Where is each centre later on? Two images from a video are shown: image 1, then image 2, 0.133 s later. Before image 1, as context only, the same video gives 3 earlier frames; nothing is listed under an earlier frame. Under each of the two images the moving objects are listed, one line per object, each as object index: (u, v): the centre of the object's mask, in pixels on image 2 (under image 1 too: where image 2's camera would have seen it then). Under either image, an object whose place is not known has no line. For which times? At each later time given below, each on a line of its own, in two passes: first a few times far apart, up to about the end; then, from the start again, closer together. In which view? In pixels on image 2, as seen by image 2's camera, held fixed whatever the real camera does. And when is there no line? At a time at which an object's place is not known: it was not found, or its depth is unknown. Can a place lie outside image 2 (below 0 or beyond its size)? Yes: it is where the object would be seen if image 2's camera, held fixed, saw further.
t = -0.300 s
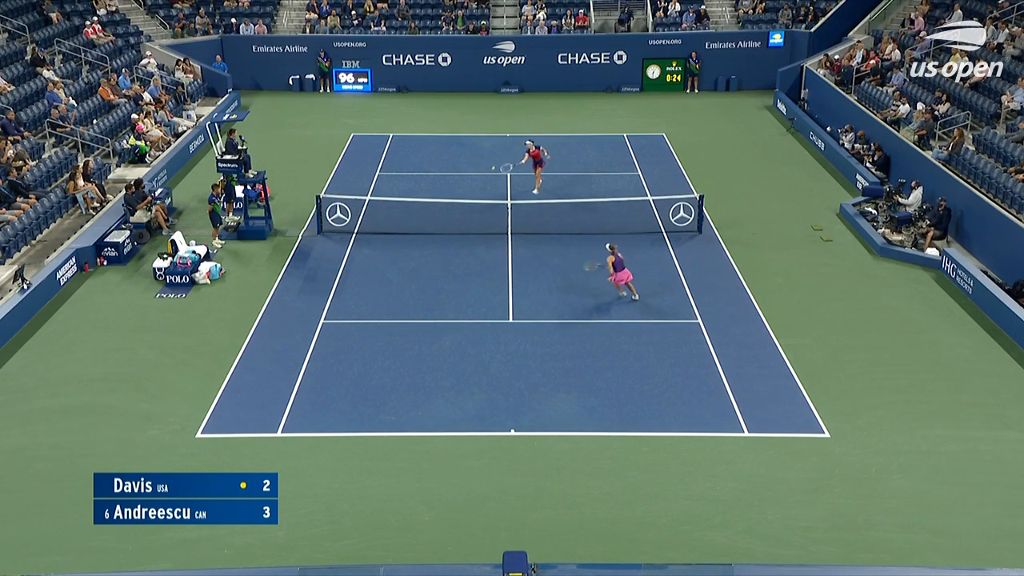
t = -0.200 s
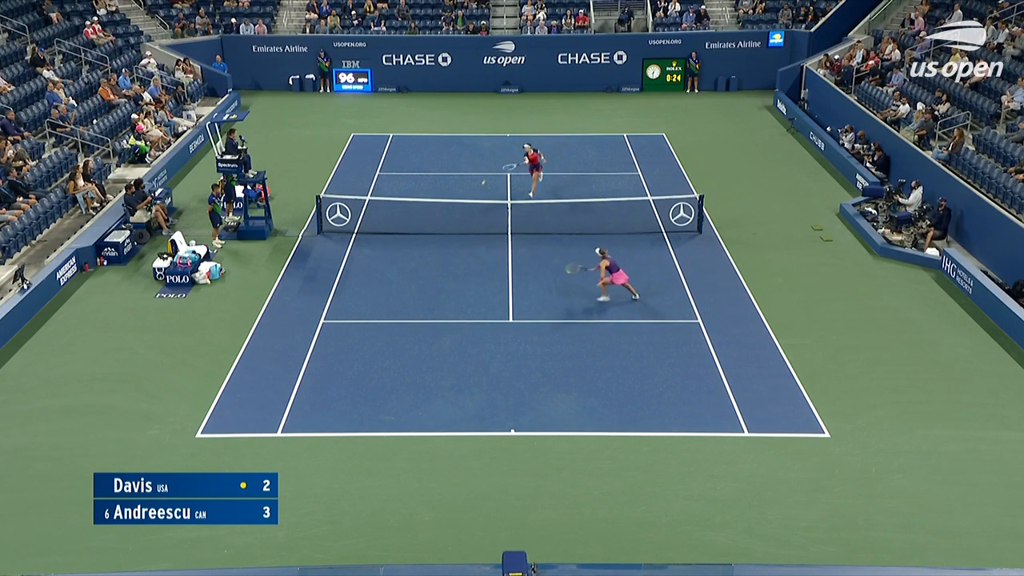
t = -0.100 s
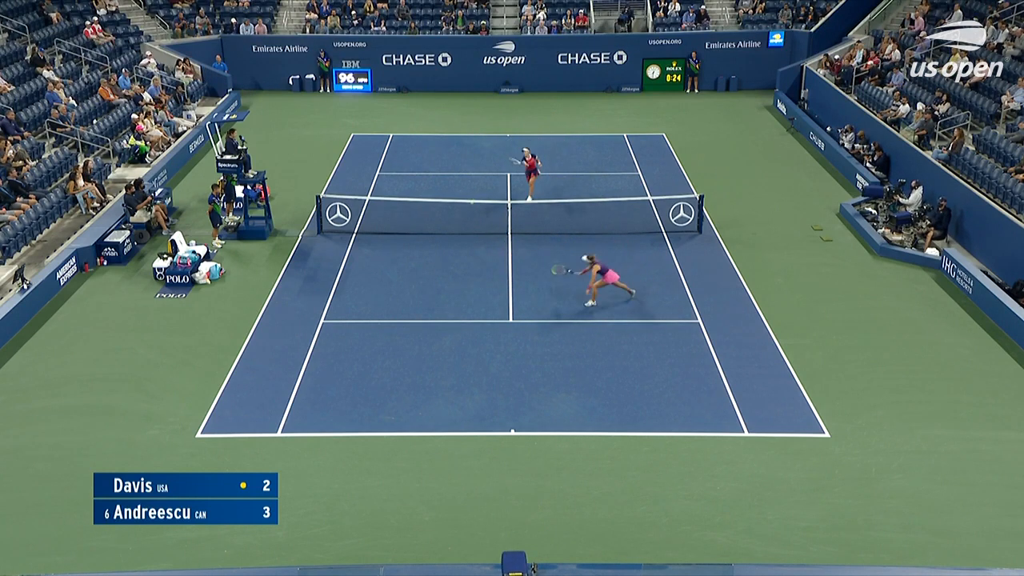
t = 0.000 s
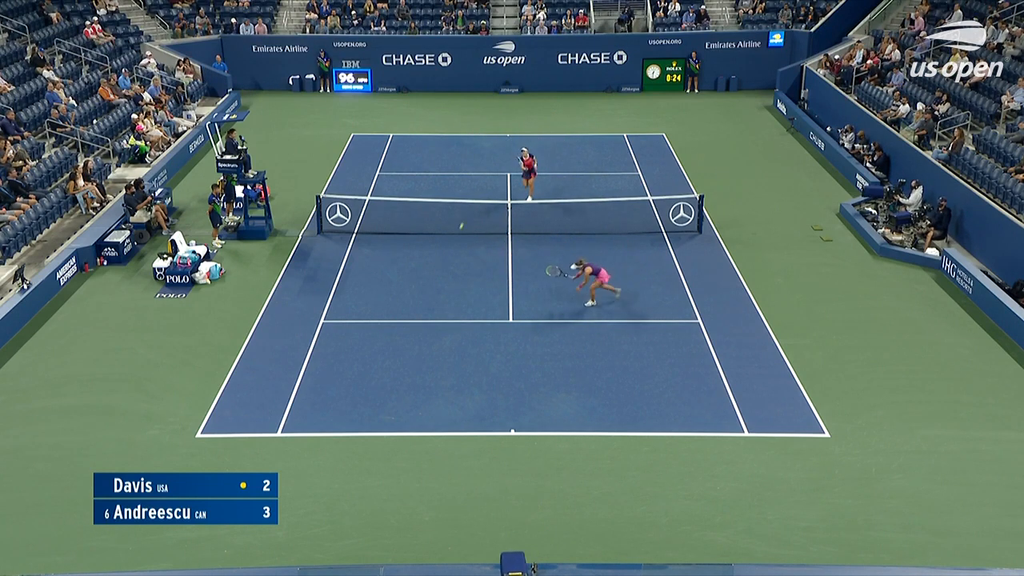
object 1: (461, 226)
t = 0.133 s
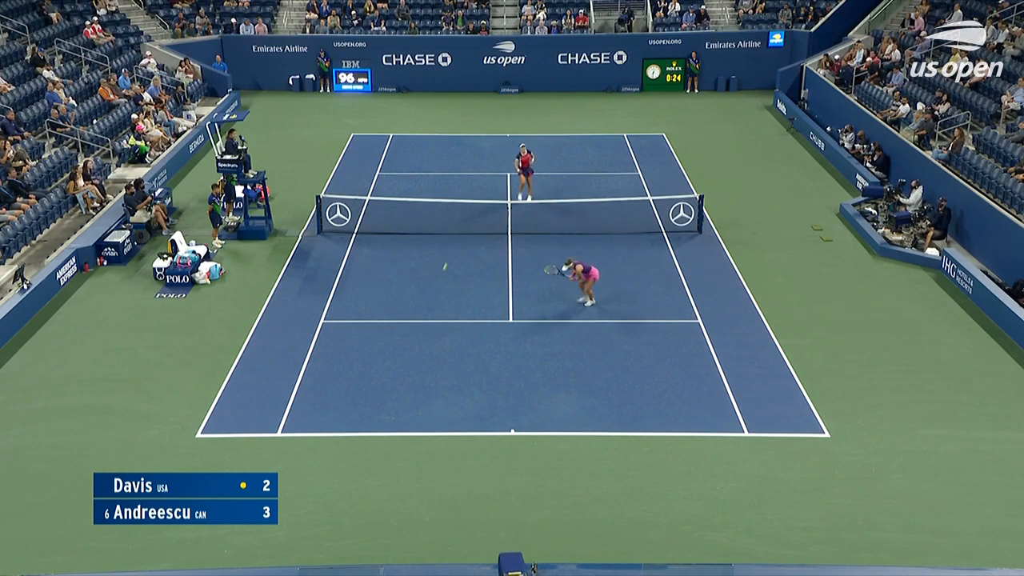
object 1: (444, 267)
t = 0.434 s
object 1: (407, 325)
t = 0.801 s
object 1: (356, 397)
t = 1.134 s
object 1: (309, 460)
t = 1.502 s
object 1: (253, 565)
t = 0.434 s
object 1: (407, 325)
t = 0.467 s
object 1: (403, 328)
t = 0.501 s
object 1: (399, 332)
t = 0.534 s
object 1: (394, 336)
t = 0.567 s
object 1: (389, 342)
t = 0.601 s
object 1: (385, 347)
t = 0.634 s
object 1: (380, 354)
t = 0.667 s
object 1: (376, 361)
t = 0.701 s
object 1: (371, 369)
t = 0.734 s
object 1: (366, 378)
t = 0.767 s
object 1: (361, 387)
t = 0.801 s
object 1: (356, 397)
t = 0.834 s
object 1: (351, 408)
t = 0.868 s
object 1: (346, 419)
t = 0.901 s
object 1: (342, 430)
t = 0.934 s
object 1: (336, 441)
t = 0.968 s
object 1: (332, 443)
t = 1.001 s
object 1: (327, 445)
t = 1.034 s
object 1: (322, 448)
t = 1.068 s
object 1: (318, 451)
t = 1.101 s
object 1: (313, 455)
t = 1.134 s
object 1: (309, 460)
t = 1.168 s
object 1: (304, 465)
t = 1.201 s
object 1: (299, 472)
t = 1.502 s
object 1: (253, 565)
